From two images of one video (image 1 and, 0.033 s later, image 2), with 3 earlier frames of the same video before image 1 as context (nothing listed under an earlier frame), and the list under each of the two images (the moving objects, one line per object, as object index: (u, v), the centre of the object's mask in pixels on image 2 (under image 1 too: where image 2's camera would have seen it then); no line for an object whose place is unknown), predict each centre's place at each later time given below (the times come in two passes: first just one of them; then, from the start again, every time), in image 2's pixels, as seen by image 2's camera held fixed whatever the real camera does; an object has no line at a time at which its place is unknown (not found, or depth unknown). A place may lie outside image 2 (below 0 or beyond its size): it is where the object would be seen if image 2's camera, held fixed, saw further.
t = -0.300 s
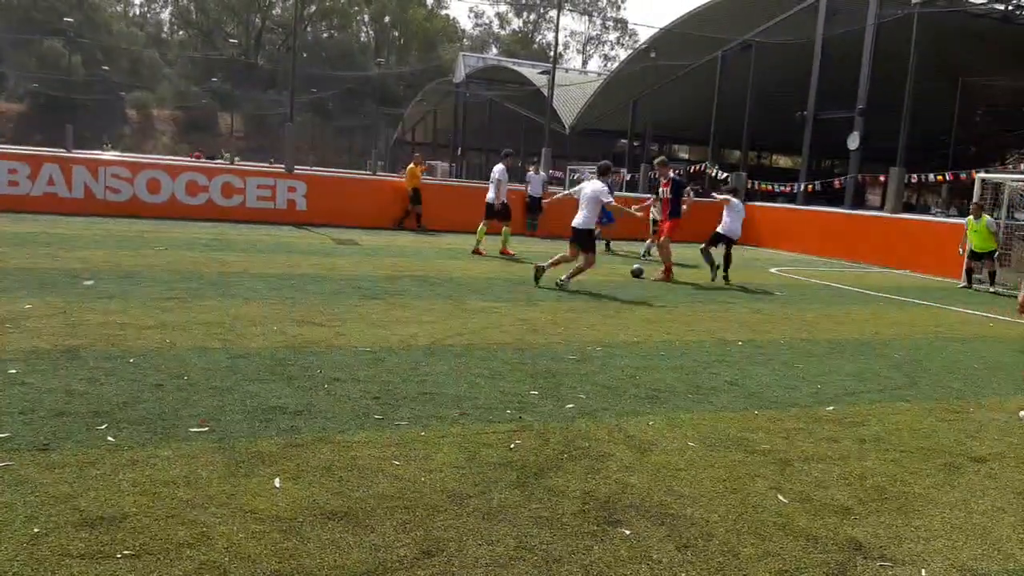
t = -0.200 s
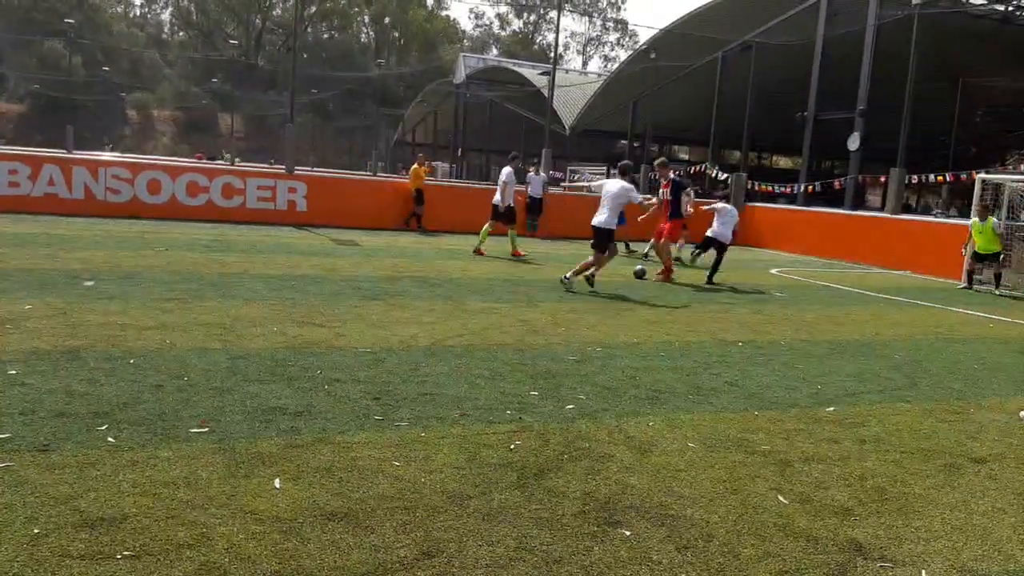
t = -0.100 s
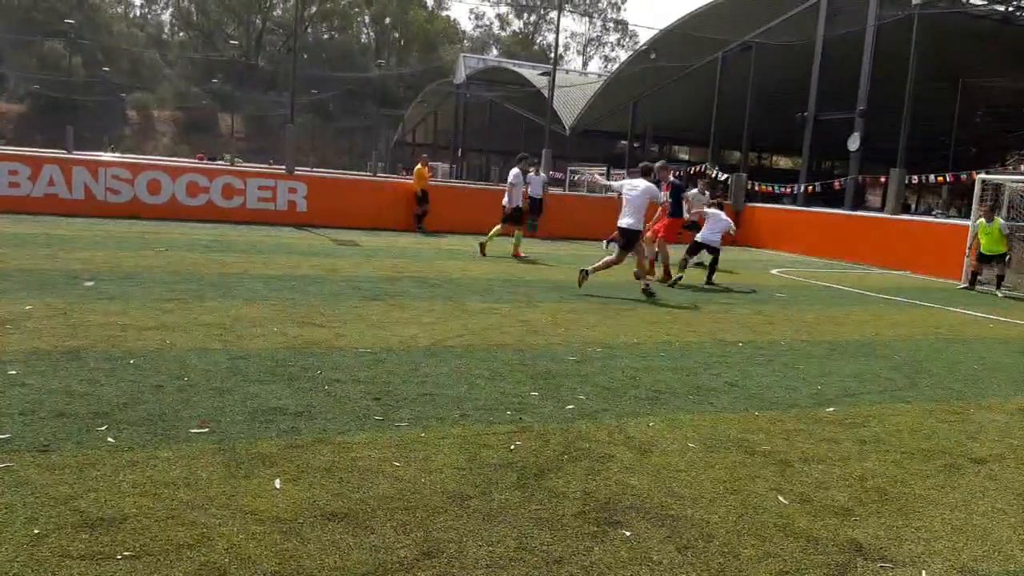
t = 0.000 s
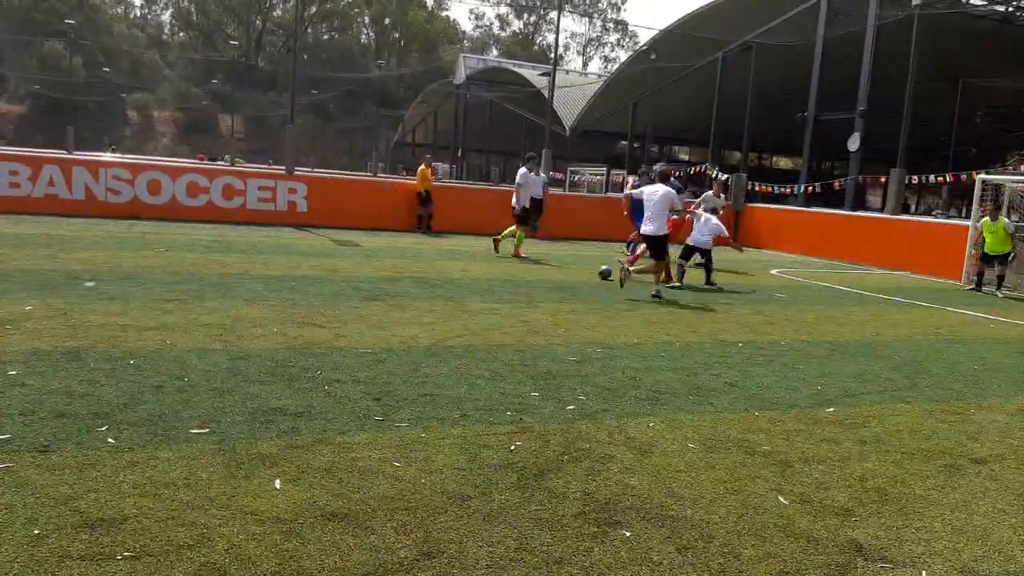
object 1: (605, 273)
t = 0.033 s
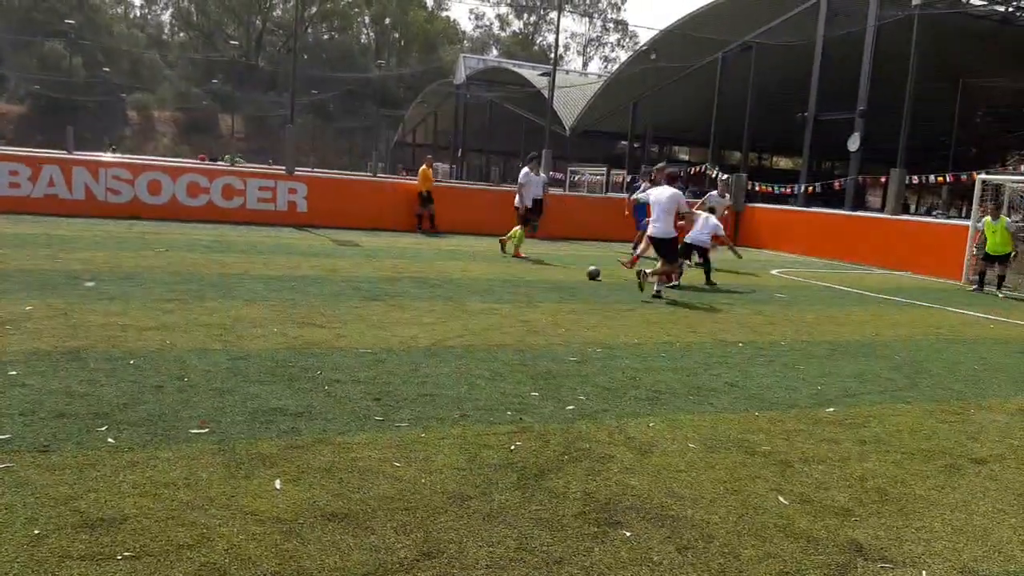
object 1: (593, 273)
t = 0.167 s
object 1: (551, 273)
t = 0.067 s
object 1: (582, 273)
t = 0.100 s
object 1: (571, 273)
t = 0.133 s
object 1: (560, 273)
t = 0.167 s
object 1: (551, 273)
